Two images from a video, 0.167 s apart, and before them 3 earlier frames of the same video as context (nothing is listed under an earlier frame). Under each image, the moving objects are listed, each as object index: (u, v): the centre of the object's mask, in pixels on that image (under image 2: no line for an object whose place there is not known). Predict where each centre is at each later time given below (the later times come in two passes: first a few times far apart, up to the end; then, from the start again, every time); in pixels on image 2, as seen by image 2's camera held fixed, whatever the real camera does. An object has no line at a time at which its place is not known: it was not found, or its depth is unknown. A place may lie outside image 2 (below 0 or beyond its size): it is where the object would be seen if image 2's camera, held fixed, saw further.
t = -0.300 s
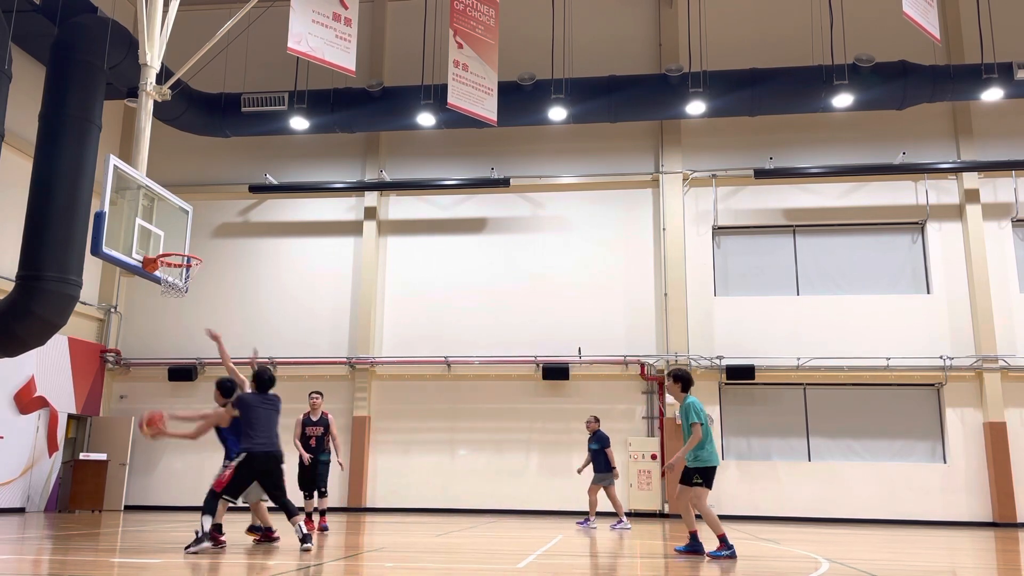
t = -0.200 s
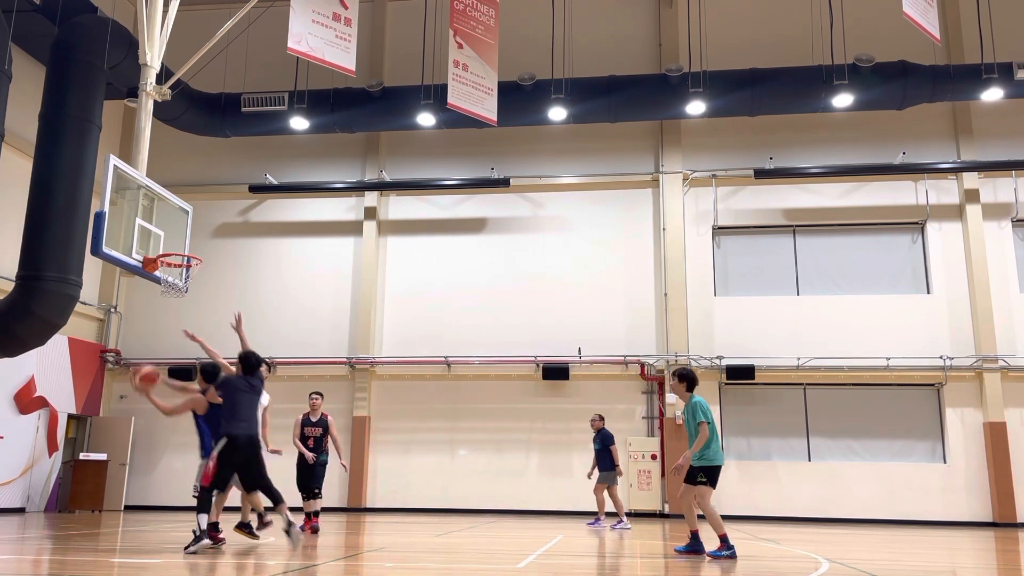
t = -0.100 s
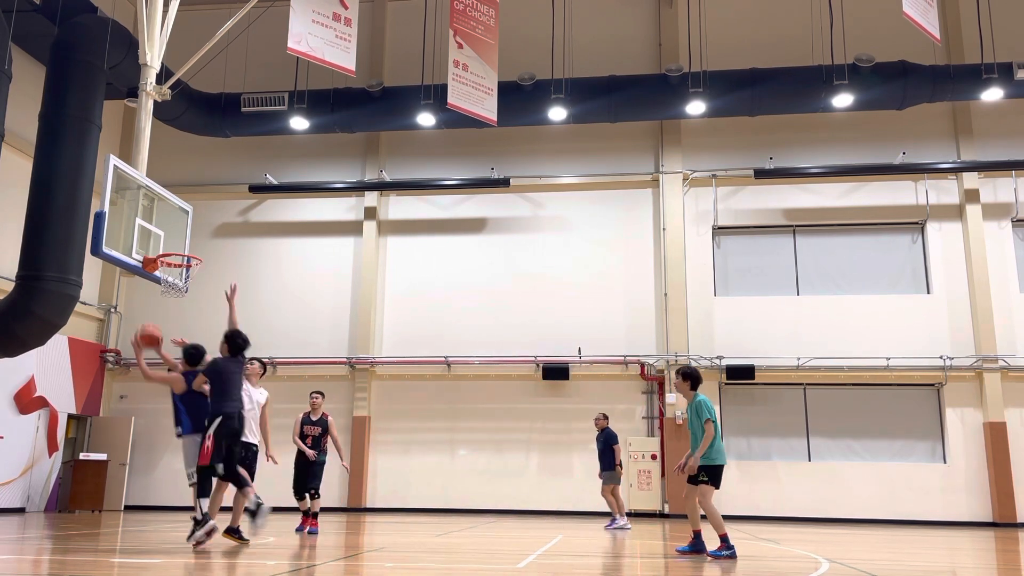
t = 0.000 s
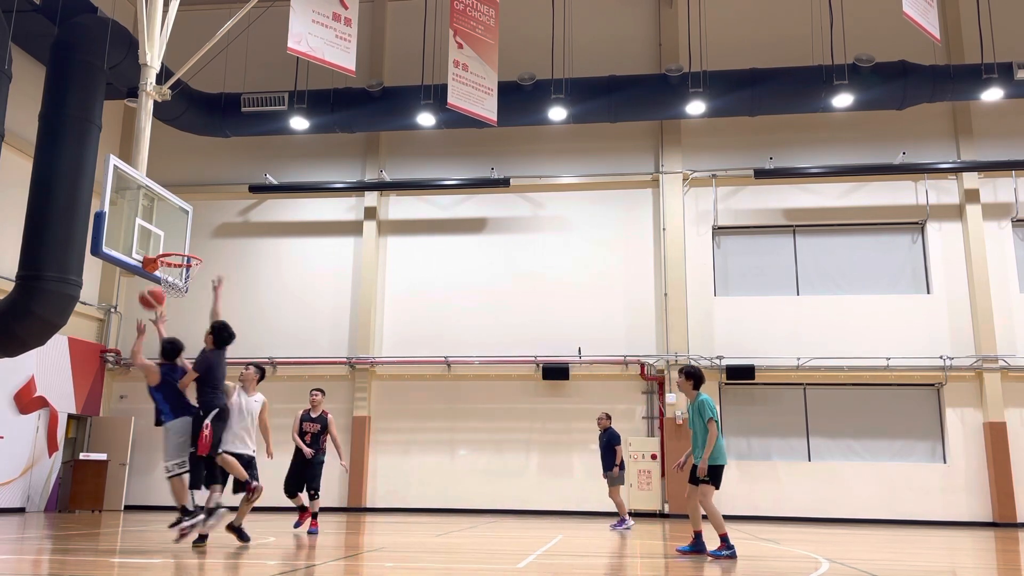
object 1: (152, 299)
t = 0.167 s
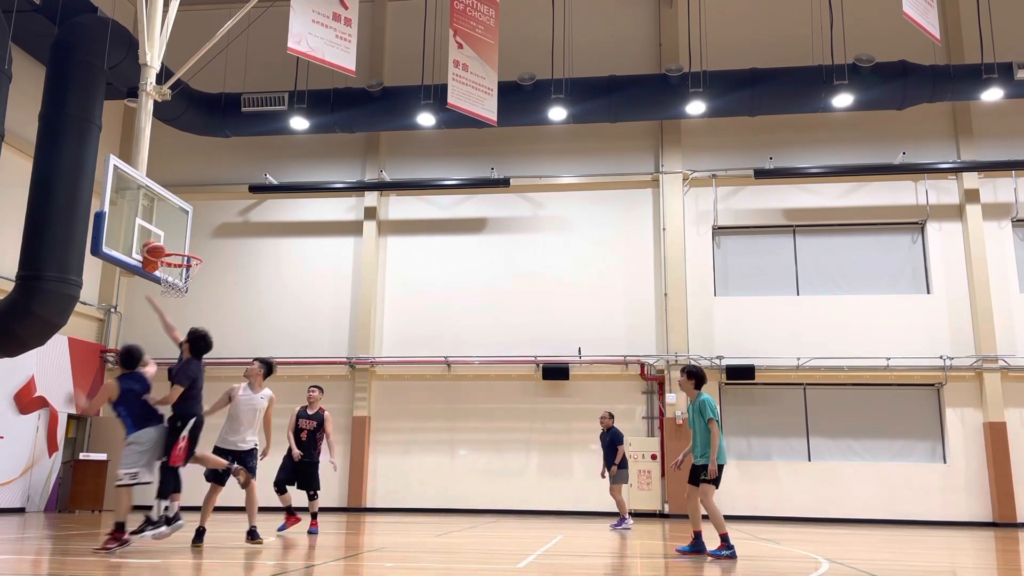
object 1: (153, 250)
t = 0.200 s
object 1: (153, 245)
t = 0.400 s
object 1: (151, 232)
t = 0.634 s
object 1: (180, 261)
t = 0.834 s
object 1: (193, 282)
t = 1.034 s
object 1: (183, 299)
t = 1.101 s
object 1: (178, 312)
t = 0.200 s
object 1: (153, 245)
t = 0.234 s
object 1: (153, 241)
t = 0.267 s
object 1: (152, 237)
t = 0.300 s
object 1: (152, 235)
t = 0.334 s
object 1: (152, 233)
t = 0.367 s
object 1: (151, 232)
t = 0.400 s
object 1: (151, 232)
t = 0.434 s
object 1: (150, 234)
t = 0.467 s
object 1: (156, 237)
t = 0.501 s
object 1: (160, 240)
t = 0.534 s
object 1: (166, 243)
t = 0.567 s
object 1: (170, 246)
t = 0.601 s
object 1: (174, 256)
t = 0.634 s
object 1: (180, 261)
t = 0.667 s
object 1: (184, 269)
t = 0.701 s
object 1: (189, 277)
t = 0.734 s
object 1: (193, 281)
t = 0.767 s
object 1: (194, 283)
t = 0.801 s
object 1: (194, 282)
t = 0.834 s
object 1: (193, 282)
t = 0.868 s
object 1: (192, 282)
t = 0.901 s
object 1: (191, 283)
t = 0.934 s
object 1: (189, 286)
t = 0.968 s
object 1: (187, 289)
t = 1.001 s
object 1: (185, 293)
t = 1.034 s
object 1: (183, 299)
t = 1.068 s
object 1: (181, 304)
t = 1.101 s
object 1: (178, 312)
